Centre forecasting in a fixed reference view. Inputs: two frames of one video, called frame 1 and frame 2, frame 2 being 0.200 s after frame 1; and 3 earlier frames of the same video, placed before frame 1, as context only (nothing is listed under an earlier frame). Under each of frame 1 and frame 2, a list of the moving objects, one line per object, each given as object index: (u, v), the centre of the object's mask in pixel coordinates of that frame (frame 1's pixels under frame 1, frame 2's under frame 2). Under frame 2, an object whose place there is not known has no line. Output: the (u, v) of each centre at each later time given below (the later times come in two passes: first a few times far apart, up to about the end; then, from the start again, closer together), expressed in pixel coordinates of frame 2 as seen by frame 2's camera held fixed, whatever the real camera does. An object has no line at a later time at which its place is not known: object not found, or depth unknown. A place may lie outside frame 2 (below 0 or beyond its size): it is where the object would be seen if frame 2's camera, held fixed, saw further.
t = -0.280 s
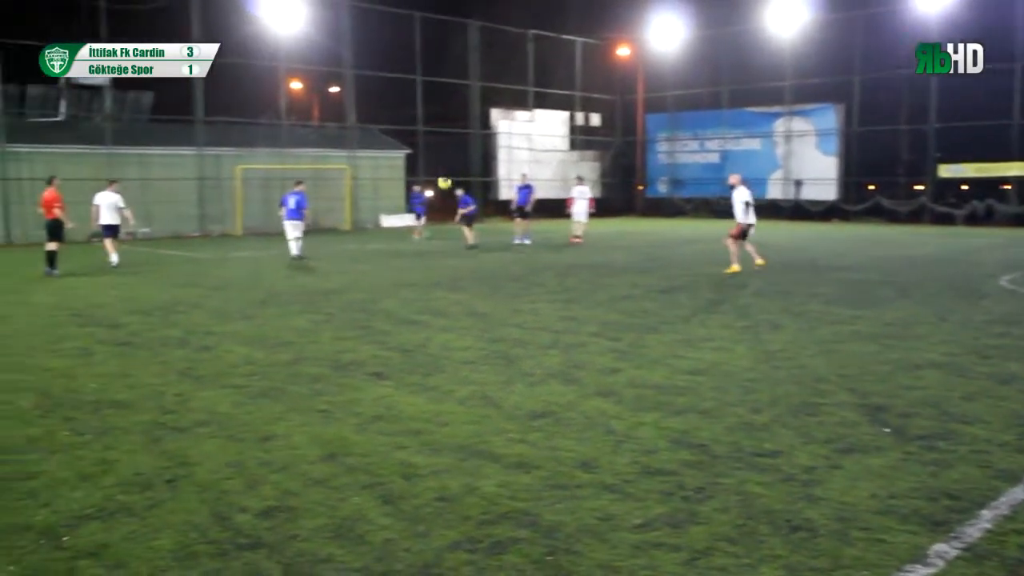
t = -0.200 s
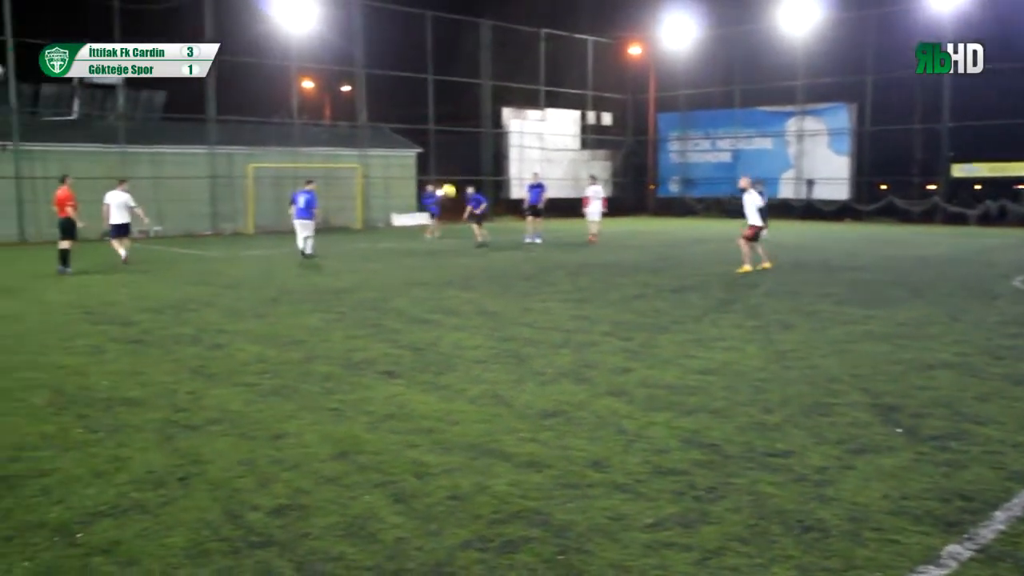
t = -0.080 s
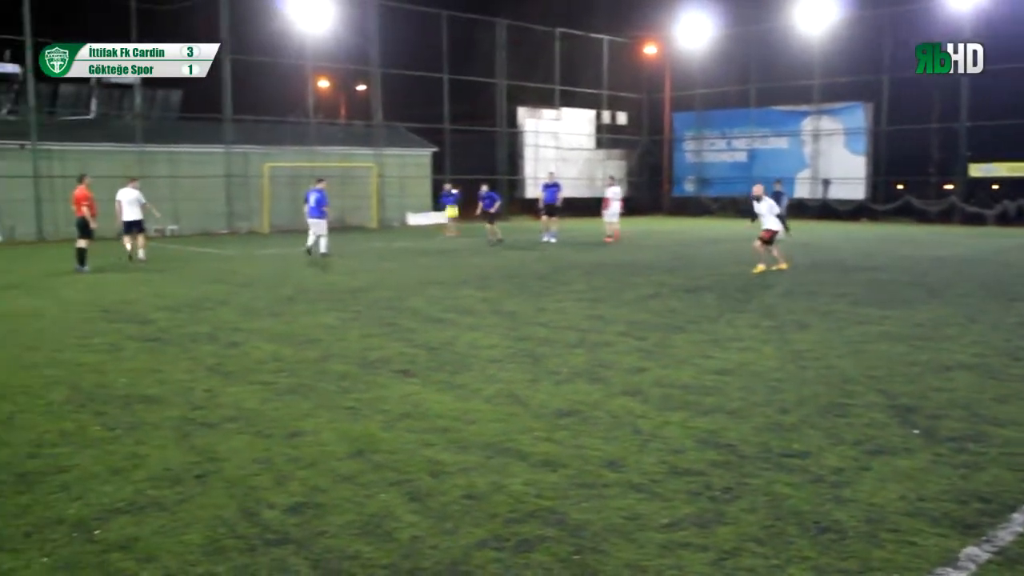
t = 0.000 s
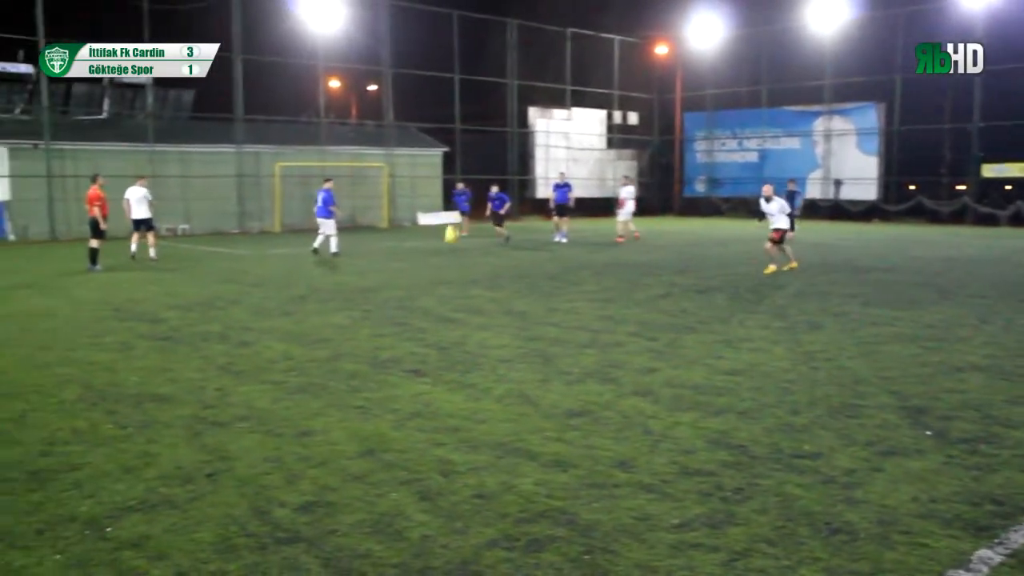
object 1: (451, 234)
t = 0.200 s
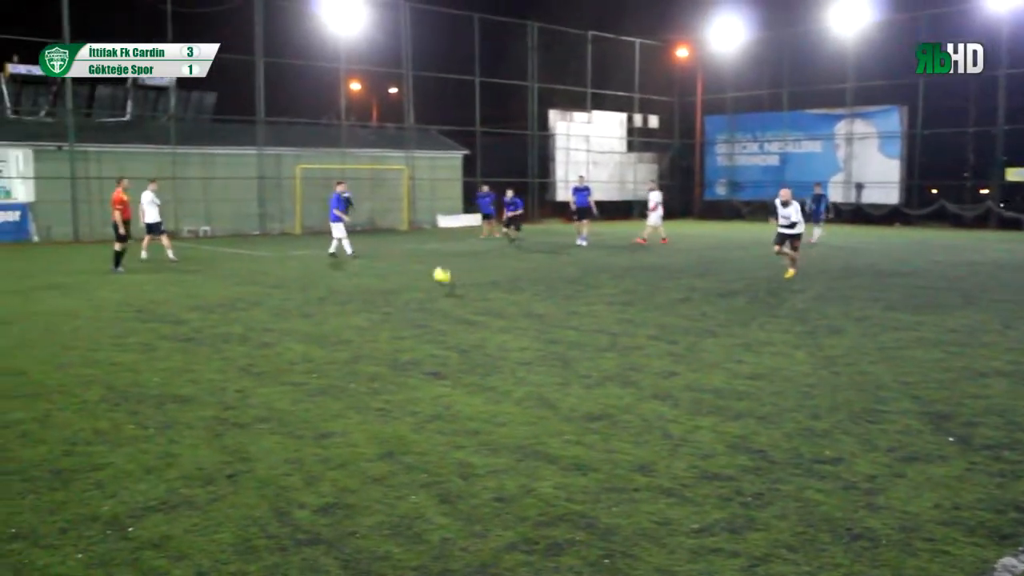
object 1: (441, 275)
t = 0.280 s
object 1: (431, 262)
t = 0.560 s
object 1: (388, 254)
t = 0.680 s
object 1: (364, 272)
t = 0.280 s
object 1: (431, 262)
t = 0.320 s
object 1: (426, 258)
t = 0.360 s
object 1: (421, 254)
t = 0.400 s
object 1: (415, 252)
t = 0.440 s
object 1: (408, 250)
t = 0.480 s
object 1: (402, 250)
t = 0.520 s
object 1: (396, 251)
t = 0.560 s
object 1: (388, 254)
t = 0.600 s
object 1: (381, 258)
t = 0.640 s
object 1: (374, 264)
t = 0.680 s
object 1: (364, 272)
